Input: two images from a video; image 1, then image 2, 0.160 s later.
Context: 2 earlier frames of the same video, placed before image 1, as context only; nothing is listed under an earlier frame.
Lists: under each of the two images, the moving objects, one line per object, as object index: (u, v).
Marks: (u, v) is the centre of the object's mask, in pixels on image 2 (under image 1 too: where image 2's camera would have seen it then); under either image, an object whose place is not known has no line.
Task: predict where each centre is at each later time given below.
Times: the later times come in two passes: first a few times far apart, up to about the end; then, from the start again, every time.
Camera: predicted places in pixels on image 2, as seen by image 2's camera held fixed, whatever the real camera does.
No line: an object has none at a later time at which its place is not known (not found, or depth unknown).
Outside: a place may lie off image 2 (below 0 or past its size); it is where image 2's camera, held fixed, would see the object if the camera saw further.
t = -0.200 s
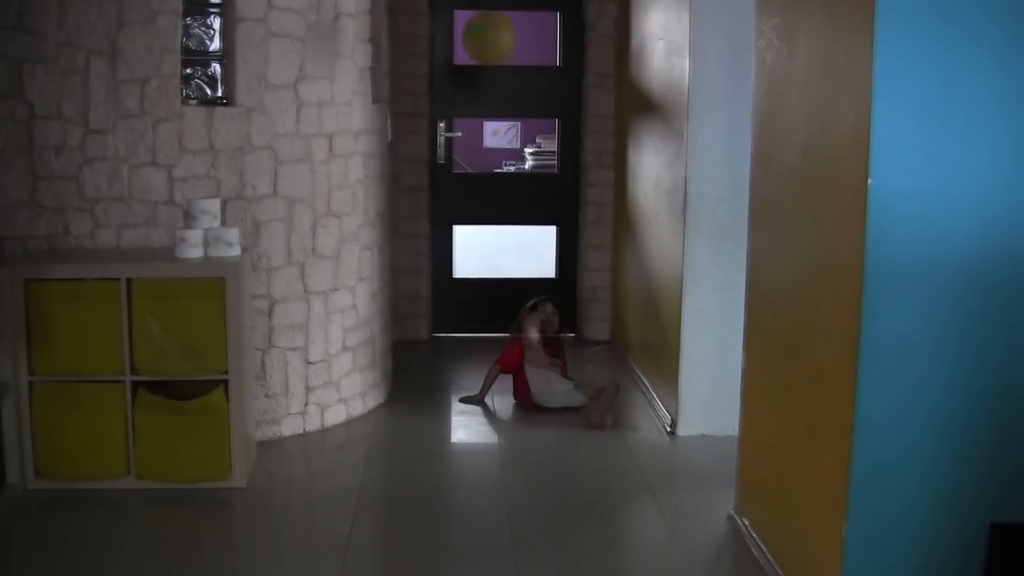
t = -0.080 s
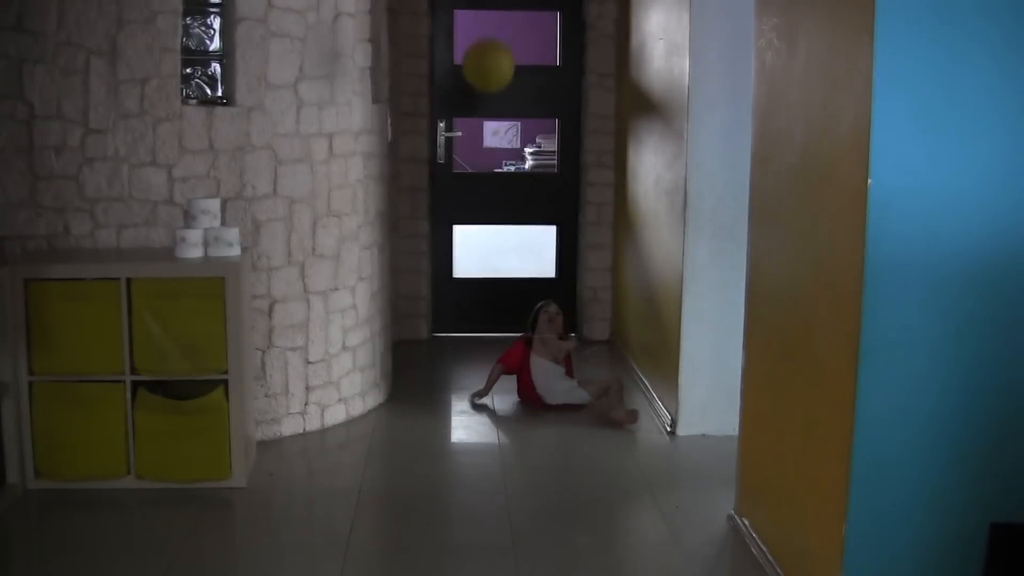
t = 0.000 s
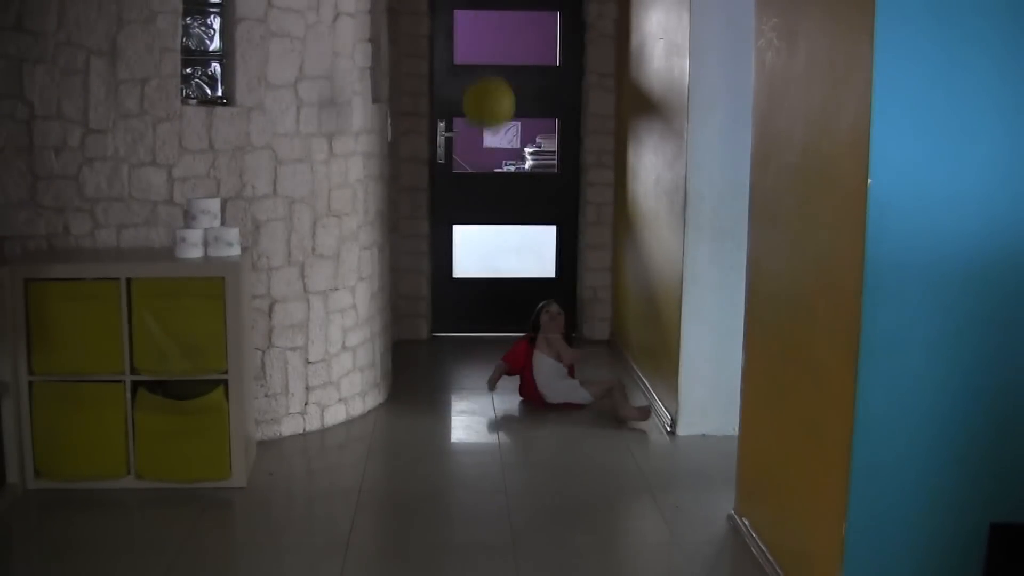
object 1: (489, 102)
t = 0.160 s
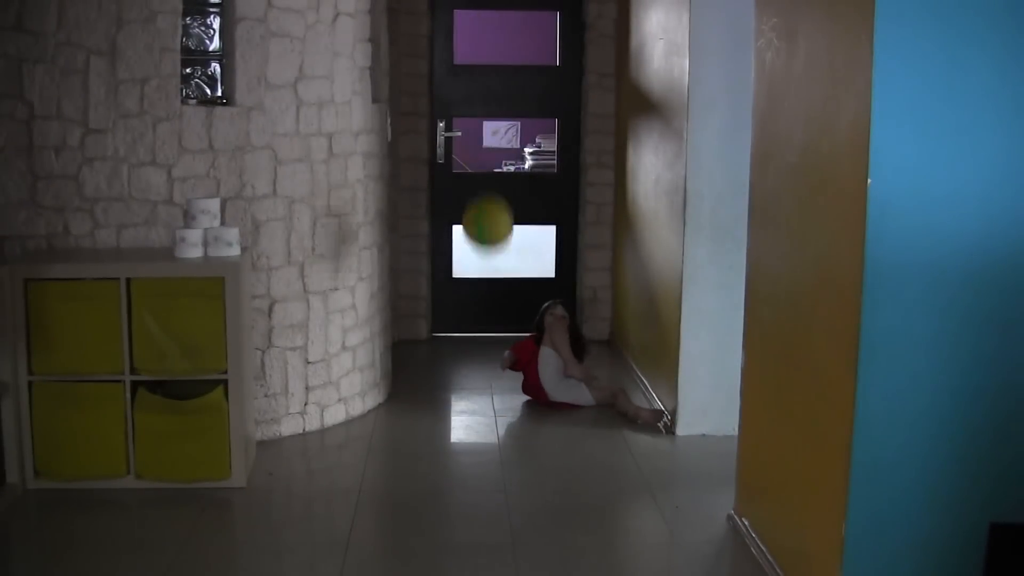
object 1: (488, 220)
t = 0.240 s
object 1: (487, 307)
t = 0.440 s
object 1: (481, 324)
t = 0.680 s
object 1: (469, 196)
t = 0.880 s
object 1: (458, 192)
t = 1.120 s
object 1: (446, 313)
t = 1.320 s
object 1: (442, 345)
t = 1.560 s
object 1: (446, 255)
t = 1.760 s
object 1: (449, 281)
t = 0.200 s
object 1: (488, 269)
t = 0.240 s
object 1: (487, 307)
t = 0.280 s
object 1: (487, 351)
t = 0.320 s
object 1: (487, 405)
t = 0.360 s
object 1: (485, 397)
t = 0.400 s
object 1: (484, 358)
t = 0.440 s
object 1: (481, 324)
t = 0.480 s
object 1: (479, 296)
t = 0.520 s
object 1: (477, 269)
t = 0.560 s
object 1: (475, 242)
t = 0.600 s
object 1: (473, 222)
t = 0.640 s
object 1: (471, 206)
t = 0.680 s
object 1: (469, 196)
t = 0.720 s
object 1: (467, 187)
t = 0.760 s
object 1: (465, 183)
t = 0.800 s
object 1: (463, 182)
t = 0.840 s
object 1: (460, 185)
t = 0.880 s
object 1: (458, 192)
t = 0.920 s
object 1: (456, 202)
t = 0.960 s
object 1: (454, 217)
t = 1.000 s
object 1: (451, 235)
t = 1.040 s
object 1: (449, 260)
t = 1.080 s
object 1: (447, 286)
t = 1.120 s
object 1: (446, 313)
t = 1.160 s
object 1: (444, 347)
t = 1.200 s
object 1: (441, 383)
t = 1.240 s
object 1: (440, 402)
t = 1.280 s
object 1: (441, 372)
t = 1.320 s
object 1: (442, 345)
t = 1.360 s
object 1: (443, 321)
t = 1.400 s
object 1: (444, 301)
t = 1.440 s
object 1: (444, 284)
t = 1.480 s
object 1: (444, 271)
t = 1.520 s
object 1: (445, 260)
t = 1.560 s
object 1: (446, 255)
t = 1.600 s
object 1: (446, 252)
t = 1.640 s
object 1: (447, 254)
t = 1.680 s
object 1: (447, 259)
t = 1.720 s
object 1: (448, 268)
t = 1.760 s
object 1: (449, 281)
